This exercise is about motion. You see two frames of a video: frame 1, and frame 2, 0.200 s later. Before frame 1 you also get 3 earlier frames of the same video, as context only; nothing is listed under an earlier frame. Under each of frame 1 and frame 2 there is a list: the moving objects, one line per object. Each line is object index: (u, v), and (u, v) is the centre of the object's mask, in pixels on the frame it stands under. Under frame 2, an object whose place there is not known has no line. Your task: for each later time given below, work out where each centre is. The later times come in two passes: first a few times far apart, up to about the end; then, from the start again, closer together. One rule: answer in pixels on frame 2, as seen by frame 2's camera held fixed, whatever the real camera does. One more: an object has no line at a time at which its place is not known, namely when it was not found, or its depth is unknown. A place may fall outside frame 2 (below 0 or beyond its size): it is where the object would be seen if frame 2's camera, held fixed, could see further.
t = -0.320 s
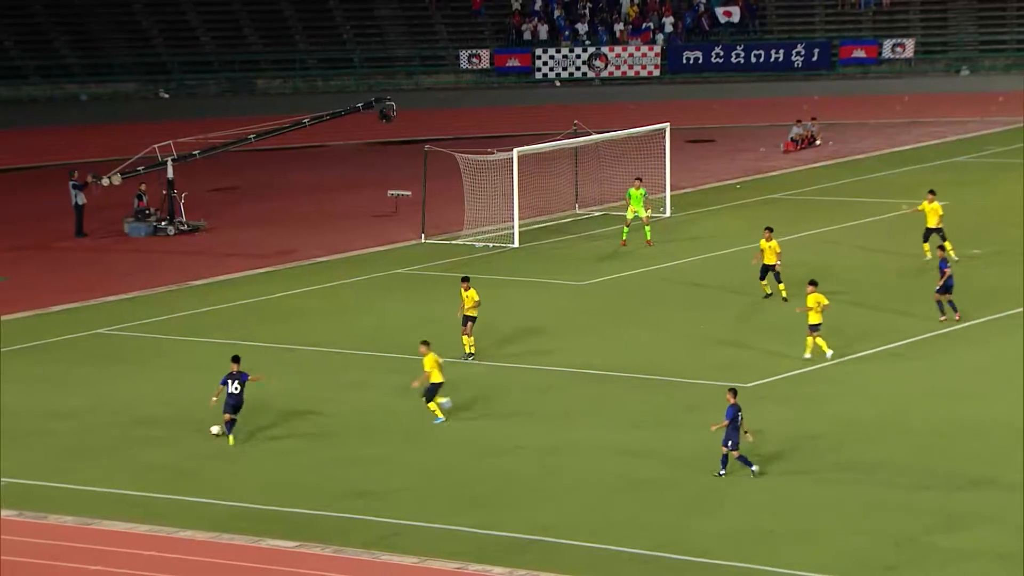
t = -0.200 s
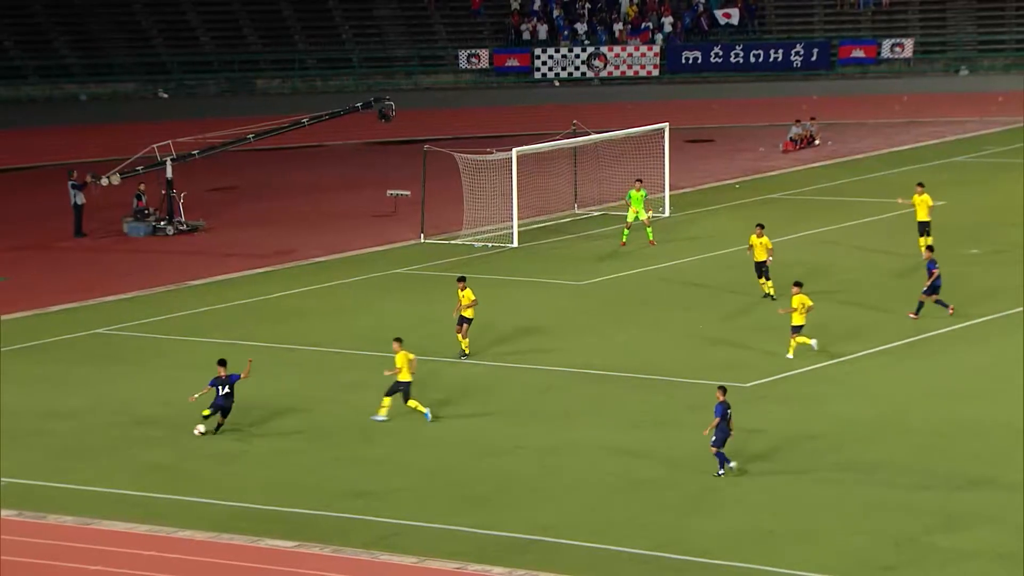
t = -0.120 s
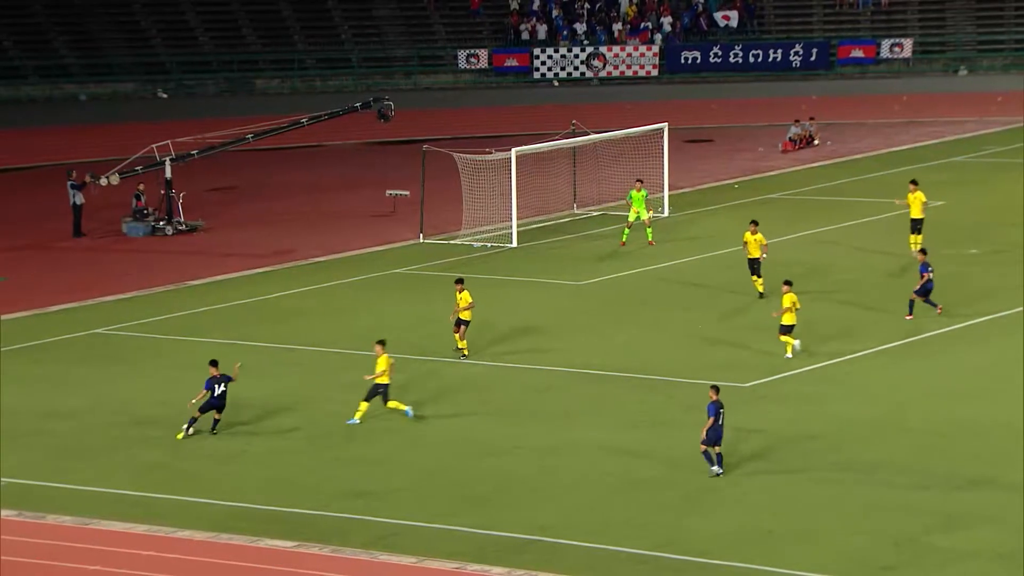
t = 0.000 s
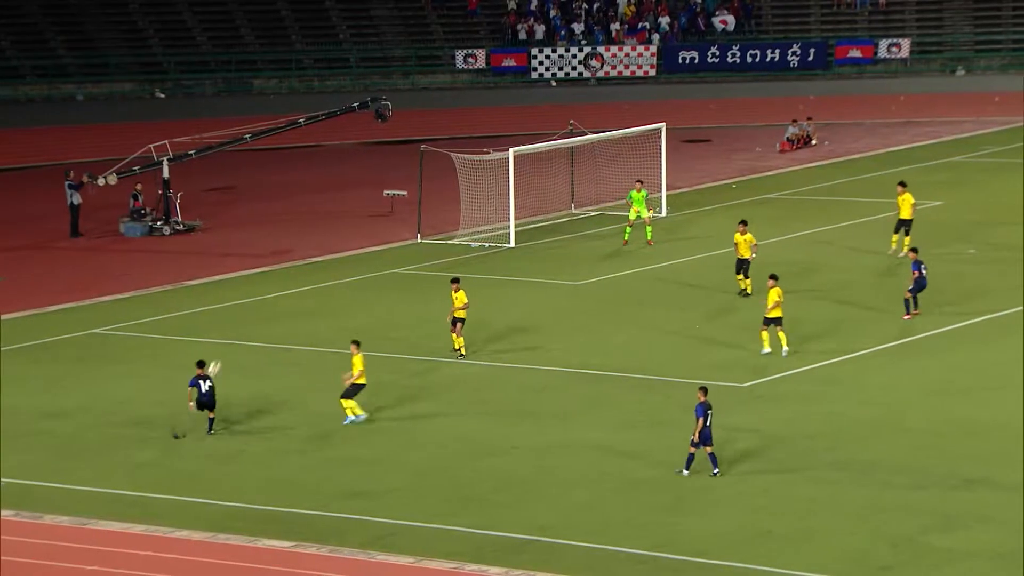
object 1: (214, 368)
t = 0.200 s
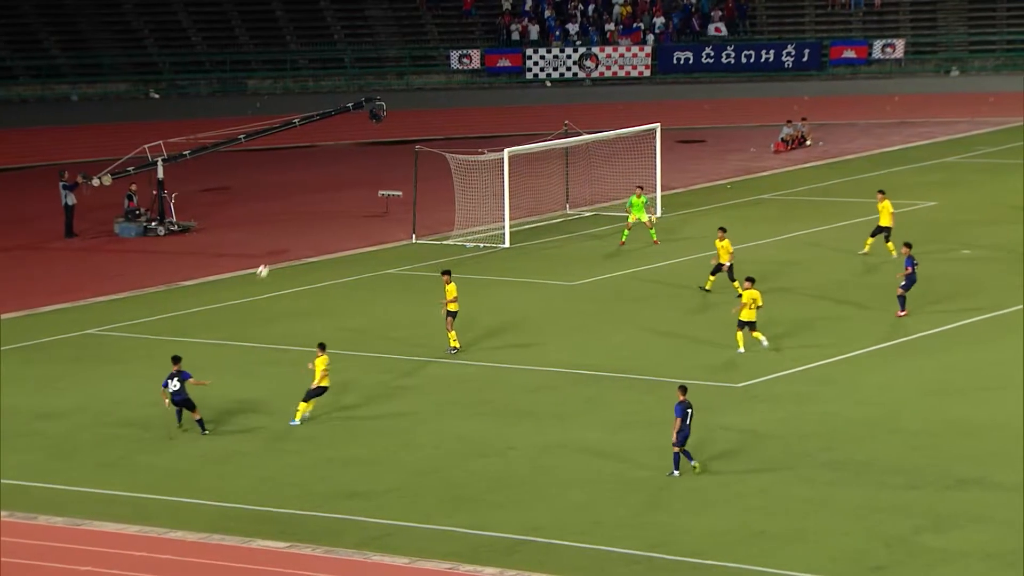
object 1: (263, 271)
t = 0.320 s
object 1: (292, 225)
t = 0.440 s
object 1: (321, 189)
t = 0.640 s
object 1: (367, 144)
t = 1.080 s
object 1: (464, 102)
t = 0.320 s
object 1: (292, 225)
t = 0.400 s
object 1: (311, 200)
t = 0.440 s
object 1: (321, 189)
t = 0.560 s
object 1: (349, 159)
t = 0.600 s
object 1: (358, 151)
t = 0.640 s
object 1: (367, 144)
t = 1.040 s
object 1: (455, 103)
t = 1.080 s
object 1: (464, 102)
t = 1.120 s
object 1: (472, 102)
